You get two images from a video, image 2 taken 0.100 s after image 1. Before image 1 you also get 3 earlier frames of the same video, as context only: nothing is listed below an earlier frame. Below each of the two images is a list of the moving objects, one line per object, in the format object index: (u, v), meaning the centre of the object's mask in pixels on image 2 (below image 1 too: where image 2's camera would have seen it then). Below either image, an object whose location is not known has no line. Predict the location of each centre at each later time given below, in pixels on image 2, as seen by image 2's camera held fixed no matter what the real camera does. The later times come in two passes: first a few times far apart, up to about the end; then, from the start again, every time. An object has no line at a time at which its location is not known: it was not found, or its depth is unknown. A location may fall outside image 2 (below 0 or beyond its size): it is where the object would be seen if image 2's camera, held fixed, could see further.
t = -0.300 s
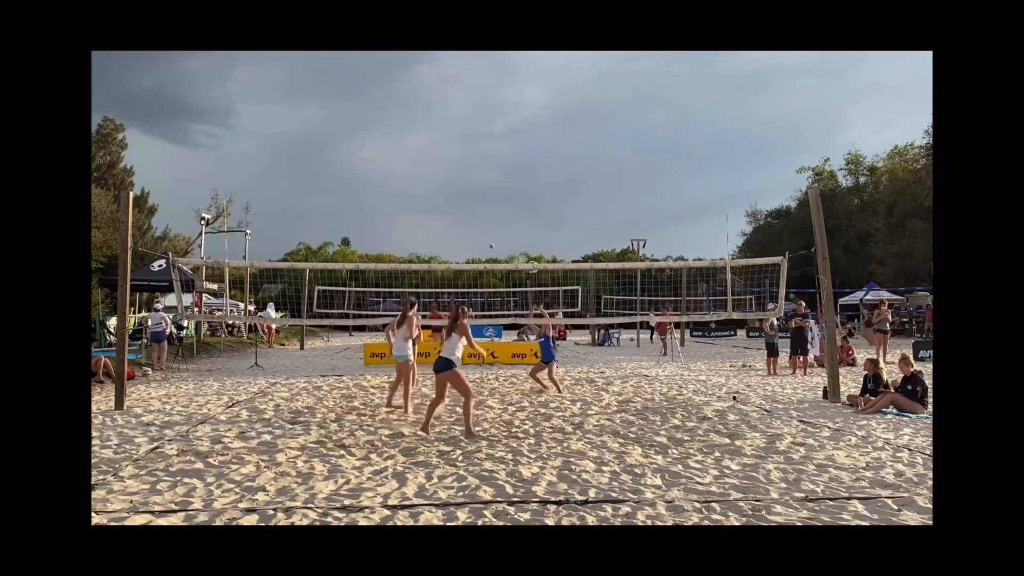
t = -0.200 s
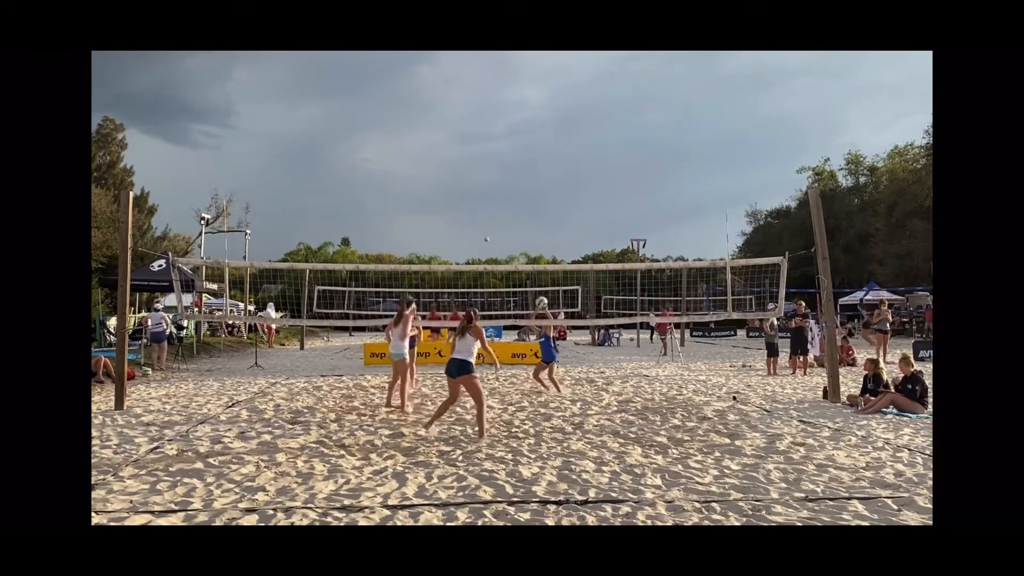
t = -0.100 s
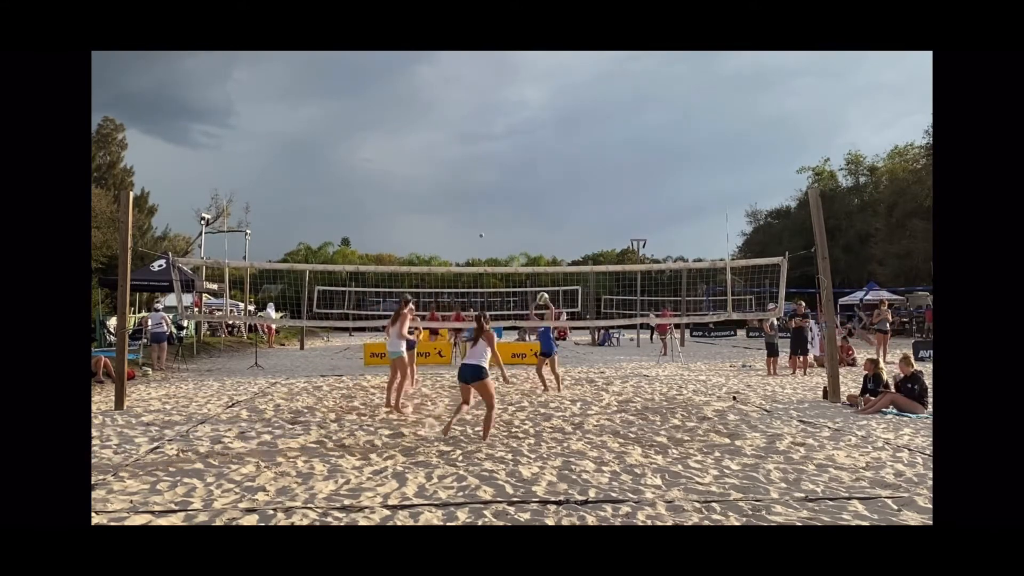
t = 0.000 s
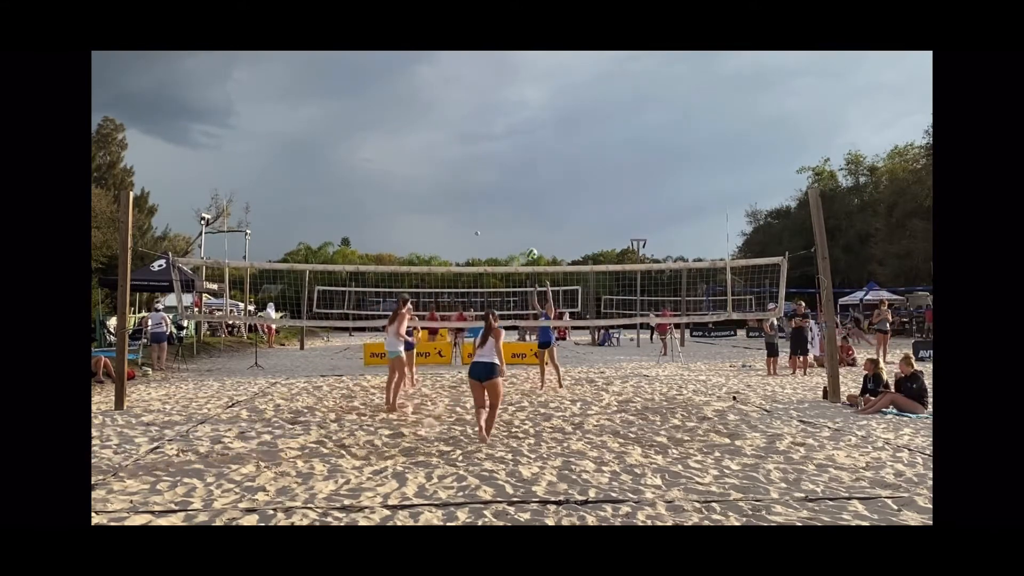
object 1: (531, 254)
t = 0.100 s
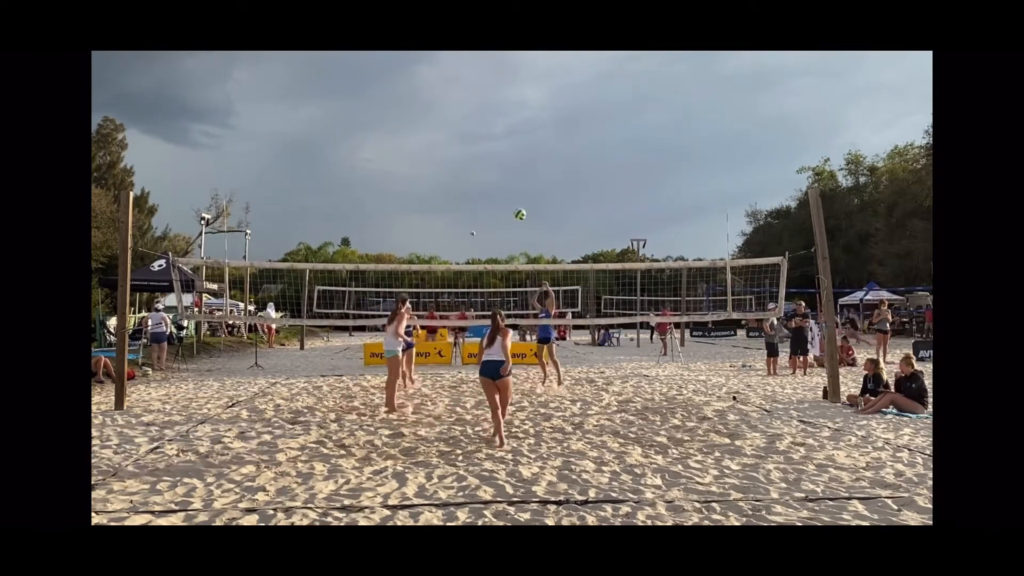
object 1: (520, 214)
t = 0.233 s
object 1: (505, 170)
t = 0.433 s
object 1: (483, 123)
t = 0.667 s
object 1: (458, 96)
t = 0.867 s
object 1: (437, 97)
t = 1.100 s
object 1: (412, 127)
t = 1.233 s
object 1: (399, 159)
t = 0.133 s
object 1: (516, 202)
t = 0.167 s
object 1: (512, 191)
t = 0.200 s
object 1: (509, 180)
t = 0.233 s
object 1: (505, 170)
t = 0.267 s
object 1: (502, 161)
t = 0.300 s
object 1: (498, 152)
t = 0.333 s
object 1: (494, 144)
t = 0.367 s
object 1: (491, 136)
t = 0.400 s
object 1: (487, 129)
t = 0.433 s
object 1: (483, 123)
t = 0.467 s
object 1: (480, 117)
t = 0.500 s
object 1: (476, 112)
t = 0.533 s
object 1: (472, 108)
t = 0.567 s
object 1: (469, 104)
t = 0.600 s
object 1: (465, 101)
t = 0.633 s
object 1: (462, 98)
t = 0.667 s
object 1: (458, 96)
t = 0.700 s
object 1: (454, 95)
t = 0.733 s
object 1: (451, 94)
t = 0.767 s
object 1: (447, 94)
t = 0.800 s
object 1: (444, 94)
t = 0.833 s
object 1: (440, 95)
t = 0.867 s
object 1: (437, 97)
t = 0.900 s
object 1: (433, 99)
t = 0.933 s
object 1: (429, 102)
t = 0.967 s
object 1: (426, 106)
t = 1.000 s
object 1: (422, 110)
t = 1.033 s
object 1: (419, 115)
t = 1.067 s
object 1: (415, 121)
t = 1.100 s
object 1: (412, 127)
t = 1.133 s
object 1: (409, 134)
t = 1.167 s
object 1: (405, 142)
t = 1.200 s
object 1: (402, 150)
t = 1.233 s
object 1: (399, 159)
